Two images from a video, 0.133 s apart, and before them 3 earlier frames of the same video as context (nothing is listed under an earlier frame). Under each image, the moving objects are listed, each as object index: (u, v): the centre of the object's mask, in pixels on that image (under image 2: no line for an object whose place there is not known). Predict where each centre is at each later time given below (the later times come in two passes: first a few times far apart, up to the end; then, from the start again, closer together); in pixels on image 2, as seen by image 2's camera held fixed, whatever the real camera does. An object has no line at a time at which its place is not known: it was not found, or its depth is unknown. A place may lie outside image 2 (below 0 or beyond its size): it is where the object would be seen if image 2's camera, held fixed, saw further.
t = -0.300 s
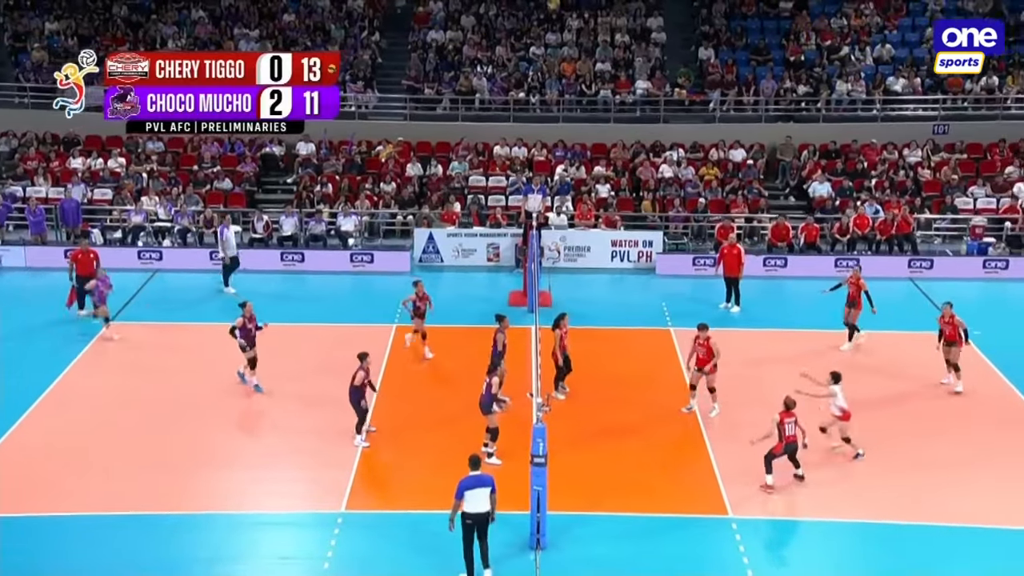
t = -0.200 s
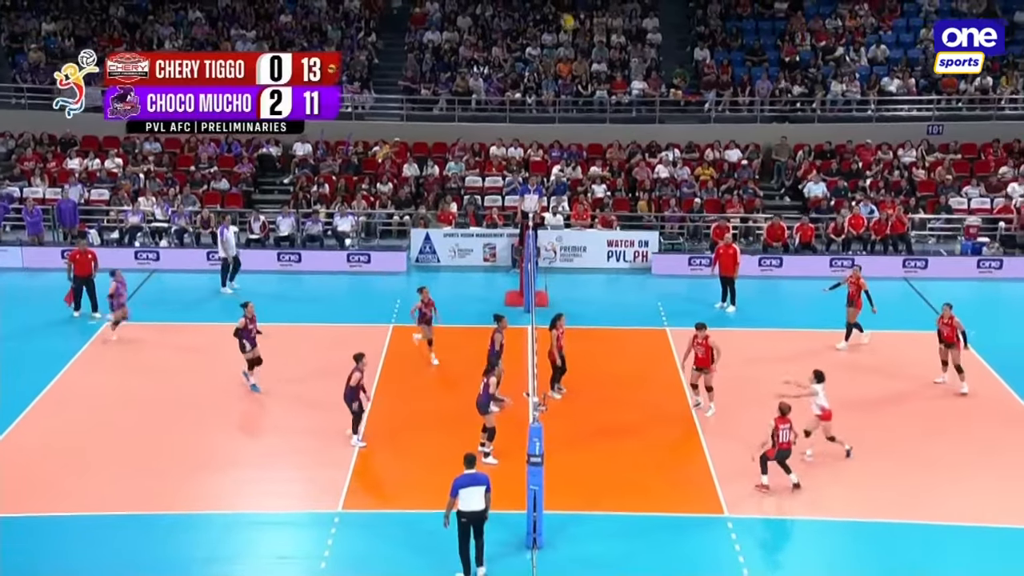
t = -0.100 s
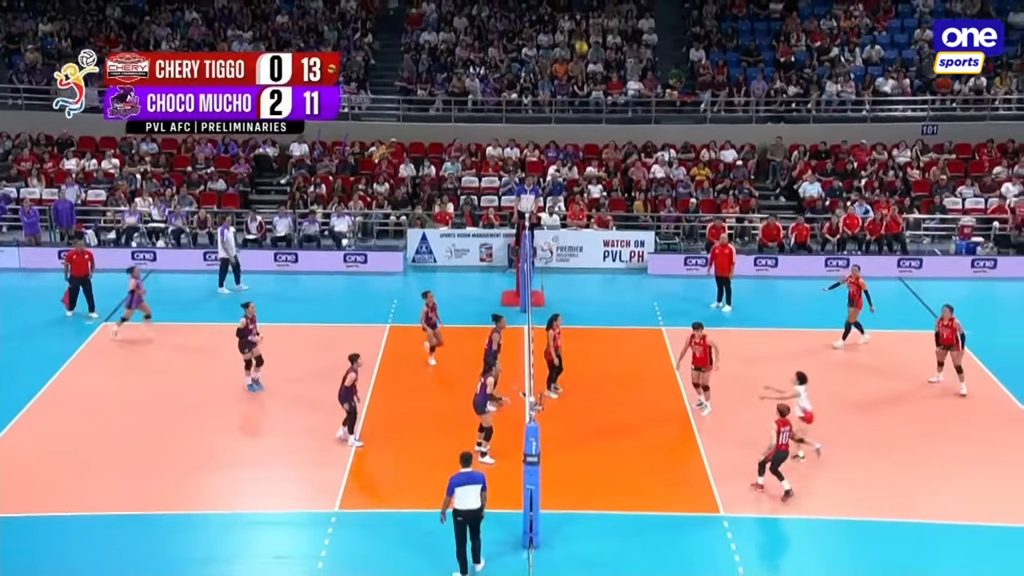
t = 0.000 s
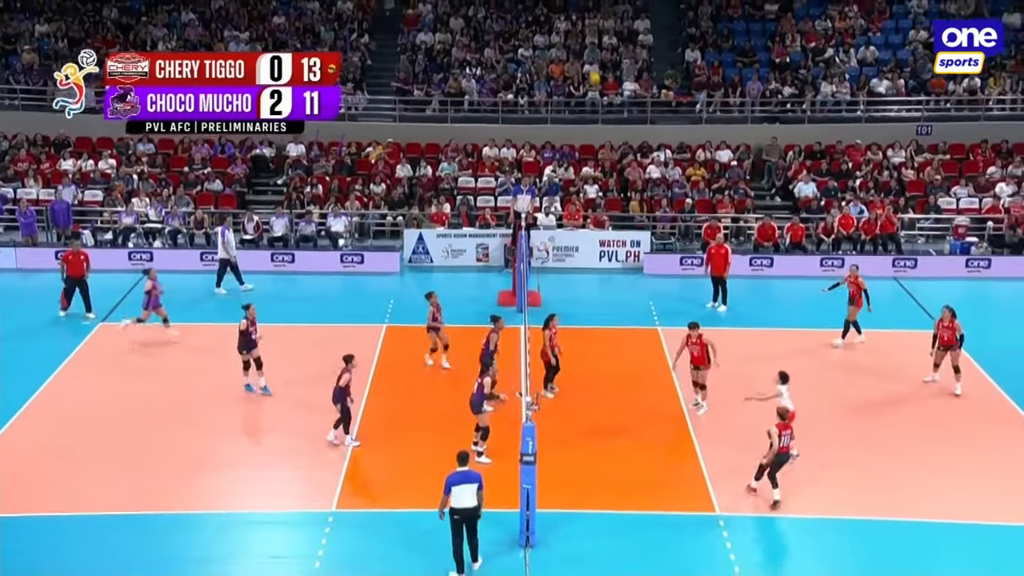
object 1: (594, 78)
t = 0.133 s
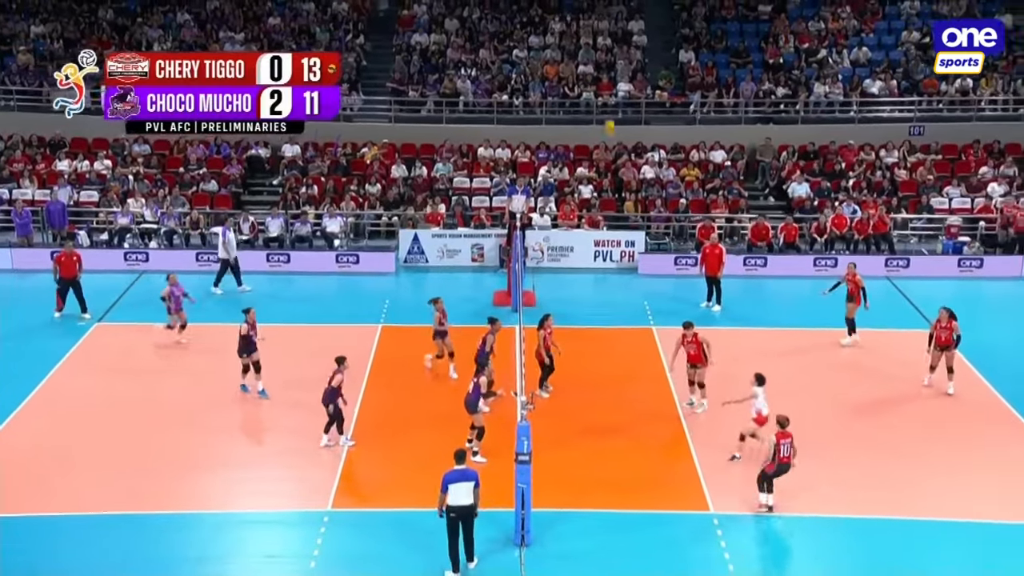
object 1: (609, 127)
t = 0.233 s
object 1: (625, 169)
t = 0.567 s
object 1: (673, 337)
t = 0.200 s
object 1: (620, 154)
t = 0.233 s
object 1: (625, 169)
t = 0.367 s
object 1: (645, 231)
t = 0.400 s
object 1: (649, 247)
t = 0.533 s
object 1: (669, 318)
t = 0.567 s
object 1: (673, 337)
